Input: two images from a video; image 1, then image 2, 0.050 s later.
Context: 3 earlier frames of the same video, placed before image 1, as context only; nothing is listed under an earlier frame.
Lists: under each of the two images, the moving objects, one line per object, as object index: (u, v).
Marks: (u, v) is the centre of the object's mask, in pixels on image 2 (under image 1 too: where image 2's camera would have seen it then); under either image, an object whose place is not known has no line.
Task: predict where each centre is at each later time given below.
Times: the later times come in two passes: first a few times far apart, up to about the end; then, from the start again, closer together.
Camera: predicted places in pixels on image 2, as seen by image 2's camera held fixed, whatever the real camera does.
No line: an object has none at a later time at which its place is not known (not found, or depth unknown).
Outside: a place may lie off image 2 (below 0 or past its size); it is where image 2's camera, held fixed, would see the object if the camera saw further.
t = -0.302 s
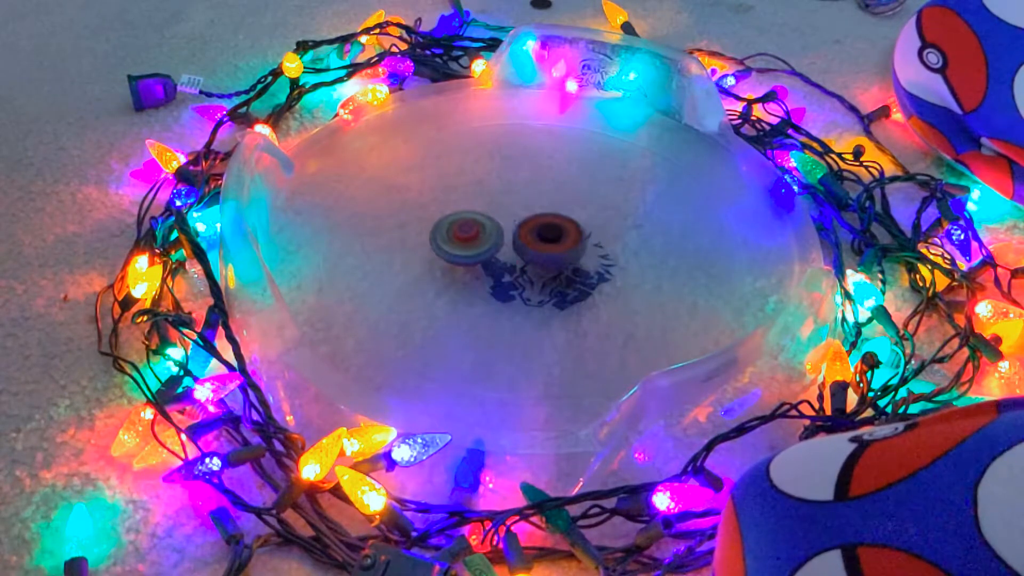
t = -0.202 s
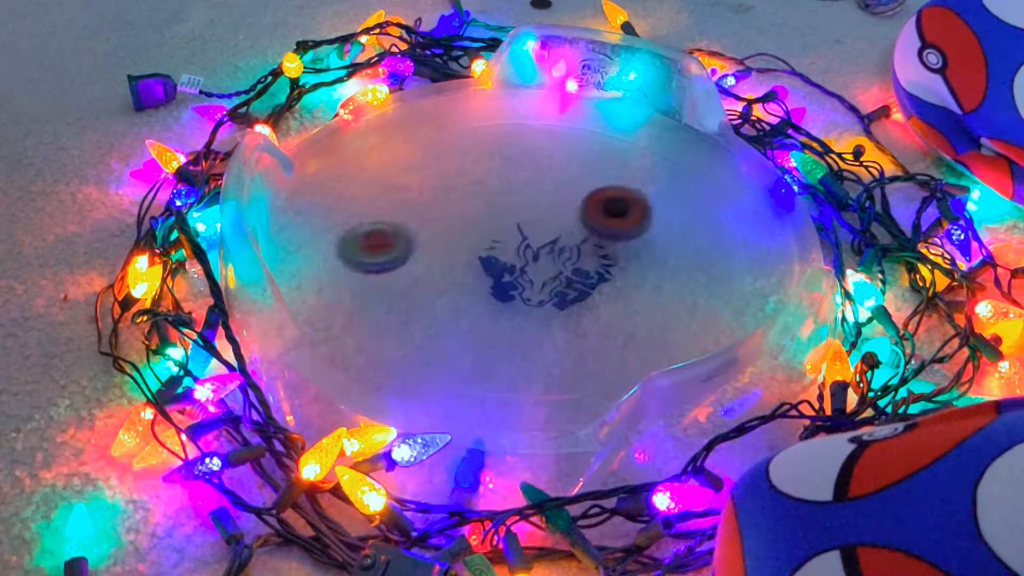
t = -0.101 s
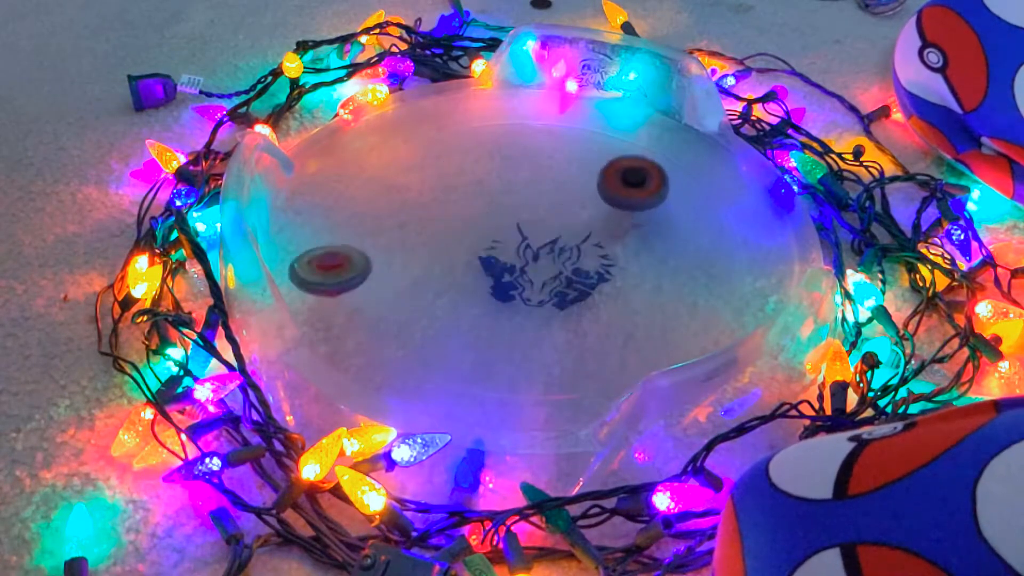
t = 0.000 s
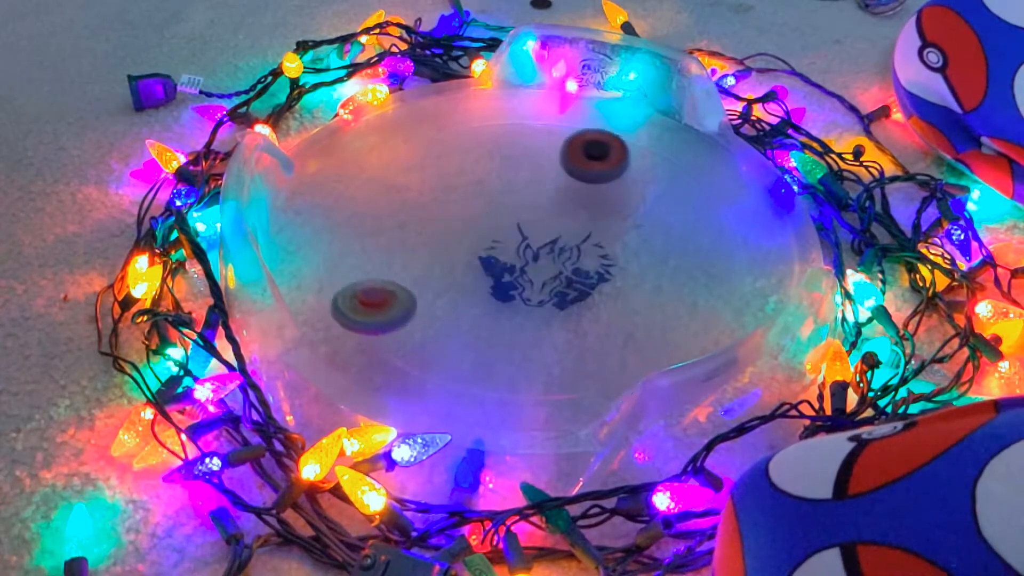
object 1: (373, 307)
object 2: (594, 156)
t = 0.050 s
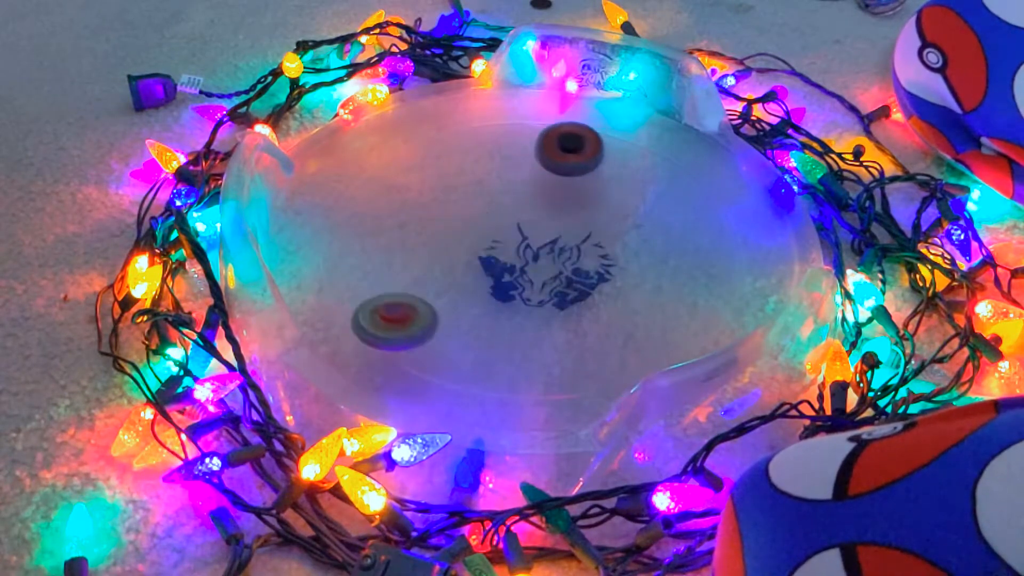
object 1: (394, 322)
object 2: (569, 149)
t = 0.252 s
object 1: (475, 344)
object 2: (478, 174)
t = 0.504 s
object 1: (595, 305)
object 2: (485, 259)
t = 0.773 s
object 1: (567, 188)
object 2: (603, 279)
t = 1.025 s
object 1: (432, 161)
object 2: (629, 221)
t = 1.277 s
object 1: (399, 205)
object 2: (533, 211)
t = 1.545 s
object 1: (435, 258)
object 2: (511, 272)
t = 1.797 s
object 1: (485, 275)
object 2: (612, 278)
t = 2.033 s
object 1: (526, 269)
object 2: (621, 216)
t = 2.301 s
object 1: (567, 243)
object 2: (513, 205)
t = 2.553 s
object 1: (568, 211)
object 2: (474, 262)
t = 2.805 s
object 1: (535, 196)
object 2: (549, 290)
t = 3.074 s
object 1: (503, 221)
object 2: (577, 238)
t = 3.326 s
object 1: (483, 248)
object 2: (537, 201)
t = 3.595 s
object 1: (519, 284)
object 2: (469, 223)
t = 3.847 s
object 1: (578, 288)
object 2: (503, 263)
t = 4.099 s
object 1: (629, 267)
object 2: (532, 230)
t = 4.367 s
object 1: (621, 233)
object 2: (479, 212)
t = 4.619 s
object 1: (571, 214)
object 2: (510, 247)
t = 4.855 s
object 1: (540, 194)
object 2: (558, 257)
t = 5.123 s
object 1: (493, 200)
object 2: (564, 218)
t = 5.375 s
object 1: (445, 221)
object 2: (534, 214)
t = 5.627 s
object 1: (350, 274)
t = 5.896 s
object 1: (411, 305)
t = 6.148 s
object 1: (507, 296)
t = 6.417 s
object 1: (404, 355)
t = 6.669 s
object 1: (478, 334)
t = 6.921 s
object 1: (521, 308)
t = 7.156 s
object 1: (537, 240)
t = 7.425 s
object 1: (491, 162)
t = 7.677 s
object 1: (467, 152)
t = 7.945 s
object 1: (410, 161)
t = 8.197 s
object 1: (421, 215)
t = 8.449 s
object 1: (528, 276)
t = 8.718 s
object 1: (646, 254)
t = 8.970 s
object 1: (690, 212)
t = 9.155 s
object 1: (694, 192)
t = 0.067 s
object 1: (402, 325)
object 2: (561, 148)
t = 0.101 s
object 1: (415, 332)
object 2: (542, 147)
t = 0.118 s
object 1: (421, 334)
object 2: (534, 148)
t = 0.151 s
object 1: (435, 338)
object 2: (517, 151)
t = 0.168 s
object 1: (441, 339)
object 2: (509, 154)
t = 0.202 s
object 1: (455, 342)
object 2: (495, 161)
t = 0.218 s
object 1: (462, 343)
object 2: (489, 165)
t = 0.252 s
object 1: (475, 344)
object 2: (478, 174)
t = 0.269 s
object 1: (482, 344)
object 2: (473, 180)
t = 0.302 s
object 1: (497, 343)
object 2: (466, 191)
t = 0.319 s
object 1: (505, 344)
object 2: (463, 197)
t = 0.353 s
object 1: (522, 340)
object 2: (461, 209)
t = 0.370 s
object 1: (530, 339)
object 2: (461, 216)
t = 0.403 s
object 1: (550, 333)
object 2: (463, 228)
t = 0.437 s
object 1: (568, 326)
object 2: (468, 239)
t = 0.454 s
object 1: (575, 321)
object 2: (472, 245)
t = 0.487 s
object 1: (589, 310)
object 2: (481, 255)
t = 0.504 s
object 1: (595, 305)
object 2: (485, 259)
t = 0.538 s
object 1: (605, 292)
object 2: (498, 268)
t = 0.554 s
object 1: (609, 286)
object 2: (504, 270)
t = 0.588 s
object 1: (614, 271)
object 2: (520, 277)
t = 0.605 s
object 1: (614, 263)
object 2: (527, 279)
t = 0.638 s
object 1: (611, 247)
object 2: (542, 282)
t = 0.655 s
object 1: (610, 239)
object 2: (550, 284)
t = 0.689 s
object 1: (601, 223)
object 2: (566, 285)
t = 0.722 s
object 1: (590, 209)
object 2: (581, 283)
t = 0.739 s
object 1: (583, 202)
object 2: (588, 283)
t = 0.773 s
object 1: (567, 188)
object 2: (603, 279)
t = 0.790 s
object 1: (558, 182)
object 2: (609, 276)
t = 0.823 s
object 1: (538, 172)
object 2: (620, 270)
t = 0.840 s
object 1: (529, 167)
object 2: (625, 266)
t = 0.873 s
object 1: (508, 161)
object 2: (632, 259)
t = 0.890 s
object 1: (498, 159)
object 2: (635, 255)
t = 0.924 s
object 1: (478, 156)
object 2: (639, 246)
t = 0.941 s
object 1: (469, 155)
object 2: (639, 242)
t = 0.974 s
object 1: (452, 156)
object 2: (638, 233)
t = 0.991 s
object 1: (445, 157)
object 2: (636, 229)
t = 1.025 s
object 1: (432, 161)
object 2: (629, 221)
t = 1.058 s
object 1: (422, 165)
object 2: (620, 214)
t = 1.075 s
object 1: (418, 168)
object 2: (615, 212)
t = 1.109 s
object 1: (411, 173)
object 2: (603, 207)
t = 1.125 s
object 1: (408, 176)
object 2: (596, 205)
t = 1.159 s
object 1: (404, 183)
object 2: (581, 204)
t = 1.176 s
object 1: (402, 186)
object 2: (574, 204)
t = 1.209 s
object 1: (400, 192)
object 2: (560, 205)
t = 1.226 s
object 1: (399, 195)
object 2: (552, 206)
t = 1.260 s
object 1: (399, 202)
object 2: (539, 209)
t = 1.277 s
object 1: (399, 205)
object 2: (533, 211)
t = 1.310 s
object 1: (401, 212)
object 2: (521, 217)
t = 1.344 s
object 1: (403, 219)
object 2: (510, 223)
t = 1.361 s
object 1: (405, 223)
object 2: (505, 227)
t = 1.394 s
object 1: (409, 230)
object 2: (499, 235)
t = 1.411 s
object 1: (412, 233)
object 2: (496, 239)
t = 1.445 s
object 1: (418, 241)
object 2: (495, 247)
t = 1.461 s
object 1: (419, 243)
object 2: (497, 252)
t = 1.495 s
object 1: (424, 249)
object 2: (502, 260)
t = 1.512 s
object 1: (427, 253)
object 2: (505, 264)
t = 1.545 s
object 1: (435, 258)
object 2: (511, 272)
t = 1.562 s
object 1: (439, 260)
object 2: (515, 276)
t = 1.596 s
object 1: (446, 265)
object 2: (525, 281)
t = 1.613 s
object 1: (451, 267)
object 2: (530, 284)
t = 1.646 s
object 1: (460, 271)
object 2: (539, 287)
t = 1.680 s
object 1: (470, 274)
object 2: (550, 288)
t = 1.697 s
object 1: (475, 276)
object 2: (556, 288)
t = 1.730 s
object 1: (487, 278)
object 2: (567, 287)
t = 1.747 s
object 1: (492, 279)
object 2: (573, 285)
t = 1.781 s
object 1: (486, 277)
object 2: (600, 281)
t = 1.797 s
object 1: (485, 275)
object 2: (612, 278)
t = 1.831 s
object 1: (486, 274)
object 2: (628, 271)
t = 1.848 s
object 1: (488, 273)
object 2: (632, 266)
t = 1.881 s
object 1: (495, 272)
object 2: (637, 257)
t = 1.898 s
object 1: (498, 272)
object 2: (638, 253)
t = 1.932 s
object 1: (506, 272)
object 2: (639, 243)
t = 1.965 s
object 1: (512, 272)
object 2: (636, 233)
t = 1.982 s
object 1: (516, 271)
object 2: (633, 228)
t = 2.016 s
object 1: (521, 271)
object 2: (625, 220)
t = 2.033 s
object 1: (526, 269)
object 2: (621, 216)
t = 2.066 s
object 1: (533, 267)
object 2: (610, 210)
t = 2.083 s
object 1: (537, 265)
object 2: (604, 207)
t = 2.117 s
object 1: (543, 263)
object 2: (591, 203)
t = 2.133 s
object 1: (545, 262)
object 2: (583, 201)
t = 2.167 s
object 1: (550, 258)
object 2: (569, 199)
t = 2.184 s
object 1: (552, 257)
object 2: (561, 199)
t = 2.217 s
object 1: (557, 255)
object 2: (547, 199)
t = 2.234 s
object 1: (560, 253)
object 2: (540, 199)
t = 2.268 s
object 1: (564, 248)
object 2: (525, 201)
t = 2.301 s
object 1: (567, 243)
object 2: (513, 205)
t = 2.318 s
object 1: (568, 241)
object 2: (506, 208)
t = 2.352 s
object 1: (570, 236)
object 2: (495, 214)
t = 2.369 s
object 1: (571, 234)
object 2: (491, 217)
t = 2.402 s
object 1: (572, 230)
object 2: (482, 224)
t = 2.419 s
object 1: (572, 227)
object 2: (479, 228)
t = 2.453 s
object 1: (572, 223)
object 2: (474, 236)
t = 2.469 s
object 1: (572, 221)
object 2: (473, 240)
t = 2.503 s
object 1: (571, 217)
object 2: (471, 249)
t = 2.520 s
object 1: (570, 215)
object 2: (472, 254)
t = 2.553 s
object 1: (568, 211)
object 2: (474, 262)
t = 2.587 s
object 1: (566, 208)
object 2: (479, 270)
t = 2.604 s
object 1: (564, 207)
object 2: (483, 274)
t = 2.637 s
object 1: (560, 204)
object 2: (492, 281)
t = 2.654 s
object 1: (559, 202)
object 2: (497, 283)
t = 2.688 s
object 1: (554, 200)
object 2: (507, 288)
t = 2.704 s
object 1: (551, 199)
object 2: (514, 289)
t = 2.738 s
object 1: (546, 197)
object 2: (525, 291)
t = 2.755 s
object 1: (543, 197)
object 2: (531, 291)
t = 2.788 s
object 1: (538, 196)
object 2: (543, 291)
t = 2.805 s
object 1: (535, 196)
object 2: (549, 290)
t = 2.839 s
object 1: (529, 197)
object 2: (559, 286)
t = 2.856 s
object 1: (526, 198)
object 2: (565, 284)
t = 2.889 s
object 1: (521, 200)
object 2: (573, 279)
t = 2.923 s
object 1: (517, 202)
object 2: (579, 273)
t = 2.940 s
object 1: (514, 204)
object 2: (582, 268)
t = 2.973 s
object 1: (511, 207)
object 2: (585, 261)
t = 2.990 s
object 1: (509, 209)
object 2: (584, 257)
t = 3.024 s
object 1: (506, 214)
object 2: (584, 250)
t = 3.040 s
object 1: (505, 216)
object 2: (582, 245)
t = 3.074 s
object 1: (503, 221)
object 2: (577, 238)
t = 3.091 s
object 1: (499, 222)
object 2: (577, 236)
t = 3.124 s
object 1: (489, 224)
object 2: (582, 230)
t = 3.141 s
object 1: (486, 225)
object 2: (581, 226)
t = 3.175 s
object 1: (484, 230)
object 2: (577, 221)
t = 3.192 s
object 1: (483, 232)
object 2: (574, 218)
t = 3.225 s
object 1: (482, 236)
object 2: (568, 212)
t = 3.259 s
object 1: (481, 240)
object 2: (558, 207)
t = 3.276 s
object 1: (481, 243)
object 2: (553, 205)
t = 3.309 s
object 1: (482, 246)
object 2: (543, 202)
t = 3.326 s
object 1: (483, 248)
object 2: (537, 201)
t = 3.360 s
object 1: (483, 253)
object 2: (526, 200)
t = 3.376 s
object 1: (484, 255)
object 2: (520, 200)
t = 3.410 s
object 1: (487, 259)
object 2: (509, 202)
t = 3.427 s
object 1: (488, 260)
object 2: (504, 204)
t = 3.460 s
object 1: (491, 264)
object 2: (494, 208)
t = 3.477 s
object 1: (494, 266)
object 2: (490, 211)
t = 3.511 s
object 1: (499, 268)
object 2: (482, 217)
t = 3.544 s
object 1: (507, 275)
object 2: (476, 219)
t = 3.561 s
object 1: (513, 280)
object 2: (473, 220)
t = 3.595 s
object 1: (519, 284)
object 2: (469, 223)
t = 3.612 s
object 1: (522, 286)
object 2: (468, 226)
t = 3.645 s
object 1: (531, 288)
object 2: (466, 231)
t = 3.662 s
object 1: (533, 290)
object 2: (466, 234)
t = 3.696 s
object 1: (541, 290)
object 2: (467, 241)
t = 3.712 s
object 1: (546, 291)
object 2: (469, 244)
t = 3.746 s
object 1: (551, 290)
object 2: (475, 251)
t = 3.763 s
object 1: (554, 290)
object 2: (479, 254)
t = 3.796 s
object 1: (562, 289)
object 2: (487, 259)
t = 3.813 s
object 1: (567, 289)
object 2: (493, 261)
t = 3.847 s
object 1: (578, 288)
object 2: (503, 263)
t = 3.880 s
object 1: (586, 286)
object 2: (512, 262)
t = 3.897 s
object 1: (589, 285)
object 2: (516, 262)
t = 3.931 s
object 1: (598, 284)
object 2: (522, 259)
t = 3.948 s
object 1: (604, 283)
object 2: (524, 256)
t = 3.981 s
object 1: (610, 280)
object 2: (530, 251)
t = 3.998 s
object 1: (613, 278)
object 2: (532, 247)
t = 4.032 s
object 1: (620, 275)
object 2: (534, 242)
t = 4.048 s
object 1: (623, 273)
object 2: (533, 238)
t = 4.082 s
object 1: (627, 269)
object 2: (533, 233)
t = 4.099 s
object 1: (629, 267)
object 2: (532, 230)
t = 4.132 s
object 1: (632, 263)
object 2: (528, 224)
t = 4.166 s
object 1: (633, 259)
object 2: (523, 217)
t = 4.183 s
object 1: (633, 256)
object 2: (520, 215)
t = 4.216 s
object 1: (634, 251)
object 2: (513, 211)
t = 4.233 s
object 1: (634, 249)
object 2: (509, 209)
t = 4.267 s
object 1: (632, 244)
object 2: (501, 207)
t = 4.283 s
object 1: (631, 242)
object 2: (496, 207)
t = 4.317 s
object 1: (627, 238)
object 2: (489, 208)
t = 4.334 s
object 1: (626, 236)
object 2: (485, 209)
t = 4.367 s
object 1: (621, 233)
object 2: (479, 212)
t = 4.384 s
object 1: (619, 231)
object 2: (476, 215)
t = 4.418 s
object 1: (614, 227)
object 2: (473, 220)
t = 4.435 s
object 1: (611, 226)
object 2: (473, 222)
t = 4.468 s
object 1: (604, 223)
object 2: (474, 228)
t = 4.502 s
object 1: (598, 220)
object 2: (479, 234)
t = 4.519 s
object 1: (594, 219)
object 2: (482, 237)
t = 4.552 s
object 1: (586, 217)
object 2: (490, 241)
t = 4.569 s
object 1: (583, 216)
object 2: (495, 244)
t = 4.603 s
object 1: (575, 215)
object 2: (505, 246)
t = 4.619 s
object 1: (571, 214)
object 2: (510, 247)
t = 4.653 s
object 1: (570, 208)
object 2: (514, 251)
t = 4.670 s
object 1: (571, 205)
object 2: (514, 254)
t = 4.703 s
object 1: (569, 201)
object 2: (518, 258)
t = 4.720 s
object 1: (566, 199)
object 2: (522, 259)
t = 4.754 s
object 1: (560, 197)
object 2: (531, 262)
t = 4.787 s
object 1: (554, 196)
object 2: (541, 261)
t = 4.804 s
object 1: (550, 195)
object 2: (545, 258)
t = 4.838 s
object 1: (544, 194)
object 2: (554, 259)
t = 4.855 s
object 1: (540, 194)
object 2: (558, 257)
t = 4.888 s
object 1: (533, 193)
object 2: (566, 253)
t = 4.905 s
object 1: (530, 193)
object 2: (568, 251)
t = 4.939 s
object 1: (523, 193)
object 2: (573, 246)
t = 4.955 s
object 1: (520, 193)
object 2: (574, 244)
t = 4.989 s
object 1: (514, 194)
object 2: (576, 239)
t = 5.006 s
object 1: (511, 195)
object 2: (576, 236)
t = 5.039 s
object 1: (505, 196)
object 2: (574, 231)
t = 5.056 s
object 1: (503, 197)
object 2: (572, 227)
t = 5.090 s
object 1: (498, 199)
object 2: (568, 221)
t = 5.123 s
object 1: (493, 200)
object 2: (564, 218)
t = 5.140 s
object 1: (486, 200)
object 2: (564, 217)
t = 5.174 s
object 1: (478, 201)
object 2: (563, 214)
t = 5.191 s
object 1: (475, 203)
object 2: (561, 213)
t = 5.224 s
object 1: (469, 206)
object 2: (556, 211)
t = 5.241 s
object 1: (467, 207)
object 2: (553, 210)
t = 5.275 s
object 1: (462, 210)
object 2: (546, 210)
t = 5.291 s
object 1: (461, 212)
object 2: (542, 210)
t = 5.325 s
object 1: (457, 216)
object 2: (534, 211)
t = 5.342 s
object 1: (456, 218)
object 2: (531, 212)
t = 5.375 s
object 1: (445, 221)
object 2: (534, 214)
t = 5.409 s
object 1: (404, 222)
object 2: (570, 215)
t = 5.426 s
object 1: (387, 223)
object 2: (585, 214)
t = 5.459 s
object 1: (361, 228)
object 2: (607, 213)
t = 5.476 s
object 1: (351, 232)
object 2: (615, 212)
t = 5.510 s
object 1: (337, 240)
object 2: (625, 208)
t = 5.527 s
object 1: (332, 245)
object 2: (628, 205)
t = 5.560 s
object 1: (326, 253)
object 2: (632, 199)
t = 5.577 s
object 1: (332, 259)
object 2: (633, 196)
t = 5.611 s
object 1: (344, 270)
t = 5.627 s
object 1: (350, 274)
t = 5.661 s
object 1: (360, 281)
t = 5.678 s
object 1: (364, 283)
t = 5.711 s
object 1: (371, 288)
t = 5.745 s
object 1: (377, 292)
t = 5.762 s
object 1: (380, 293)
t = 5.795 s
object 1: (387, 297)
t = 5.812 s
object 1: (390, 299)
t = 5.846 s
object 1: (398, 301)
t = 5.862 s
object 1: (402, 303)
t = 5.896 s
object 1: (411, 305)
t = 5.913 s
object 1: (416, 305)
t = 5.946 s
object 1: (426, 307)
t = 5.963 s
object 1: (432, 308)
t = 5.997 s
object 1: (444, 308)
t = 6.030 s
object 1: (458, 308)
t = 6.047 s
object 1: (465, 308)
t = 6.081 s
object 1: (479, 305)
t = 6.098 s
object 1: (486, 303)
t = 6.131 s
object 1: (501, 299)
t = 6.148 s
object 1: (507, 296)
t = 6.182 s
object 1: (490, 308)
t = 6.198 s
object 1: (466, 325)
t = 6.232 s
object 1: (429, 351)
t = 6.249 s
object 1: (417, 355)
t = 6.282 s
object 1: (394, 370)
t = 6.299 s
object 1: (390, 368)
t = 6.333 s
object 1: (389, 365)
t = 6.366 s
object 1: (393, 363)
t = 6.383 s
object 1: (397, 360)
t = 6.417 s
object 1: (404, 355)
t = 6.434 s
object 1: (408, 353)
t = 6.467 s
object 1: (418, 349)
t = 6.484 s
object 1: (423, 348)
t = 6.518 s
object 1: (434, 347)
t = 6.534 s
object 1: (440, 345)
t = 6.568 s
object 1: (451, 342)
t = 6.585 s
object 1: (456, 340)
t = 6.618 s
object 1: (465, 338)
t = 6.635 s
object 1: (469, 337)
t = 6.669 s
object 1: (478, 334)
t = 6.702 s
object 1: (485, 332)
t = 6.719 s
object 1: (489, 331)
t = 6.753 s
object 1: (495, 328)
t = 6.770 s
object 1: (498, 327)
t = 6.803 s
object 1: (504, 325)
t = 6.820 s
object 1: (507, 322)
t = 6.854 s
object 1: (512, 319)
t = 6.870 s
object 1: (514, 317)
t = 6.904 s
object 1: (519, 311)
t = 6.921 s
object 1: (521, 308)
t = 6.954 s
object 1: (526, 301)
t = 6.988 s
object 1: (531, 292)
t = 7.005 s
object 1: (532, 288)
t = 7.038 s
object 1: (535, 281)
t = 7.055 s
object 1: (536, 274)
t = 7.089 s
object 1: (537, 263)
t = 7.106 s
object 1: (538, 257)
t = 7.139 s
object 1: (538, 245)
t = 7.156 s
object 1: (537, 240)
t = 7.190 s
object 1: (535, 226)
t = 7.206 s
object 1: (532, 219)
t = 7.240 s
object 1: (527, 207)
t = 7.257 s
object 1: (523, 201)
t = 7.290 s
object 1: (516, 189)
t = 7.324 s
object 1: (509, 179)
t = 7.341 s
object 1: (506, 175)
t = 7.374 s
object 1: (499, 169)
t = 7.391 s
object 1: (496, 166)
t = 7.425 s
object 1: (491, 162)
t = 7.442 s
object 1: (489, 161)
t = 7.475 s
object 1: (485, 158)
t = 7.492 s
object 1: (483, 157)
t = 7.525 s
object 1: (480, 155)
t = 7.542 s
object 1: (478, 154)
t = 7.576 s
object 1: (475, 153)
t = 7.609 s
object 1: (472, 152)
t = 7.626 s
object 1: (471, 152)
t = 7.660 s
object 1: (468, 151)
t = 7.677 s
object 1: (467, 152)
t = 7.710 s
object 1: (465, 153)
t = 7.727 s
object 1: (464, 153)
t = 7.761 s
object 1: (463, 156)
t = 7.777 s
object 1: (462, 157)
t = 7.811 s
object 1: (463, 161)
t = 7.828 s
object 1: (463, 163)
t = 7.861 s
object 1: (445, 161)
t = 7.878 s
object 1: (433, 159)
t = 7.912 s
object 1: (417, 158)
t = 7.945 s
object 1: (410, 161)
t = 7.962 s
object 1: (409, 163)
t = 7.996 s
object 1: (408, 168)
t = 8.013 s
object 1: (407, 171)
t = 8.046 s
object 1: (407, 177)
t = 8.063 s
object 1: (407, 181)
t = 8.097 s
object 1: (408, 189)
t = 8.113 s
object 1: (409, 193)
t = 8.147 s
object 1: (413, 201)
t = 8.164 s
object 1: (415, 206)
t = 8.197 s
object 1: (421, 215)
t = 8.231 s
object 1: (428, 224)
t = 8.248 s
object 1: (433, 229)
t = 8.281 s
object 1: (443, 239)
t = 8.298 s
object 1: (449, 244)
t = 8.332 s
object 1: (462, 252)
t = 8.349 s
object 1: (471, 258)
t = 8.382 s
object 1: (491, 267)
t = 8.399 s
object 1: (499, 270)
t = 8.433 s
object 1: (519, 275)
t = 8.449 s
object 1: (528, 276)
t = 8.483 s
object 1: (550, 278)
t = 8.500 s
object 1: (558, 278)
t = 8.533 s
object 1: (576, 277)
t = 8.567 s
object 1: (596, 275)
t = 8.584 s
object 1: (605, 273)
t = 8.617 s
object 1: (619, 268)
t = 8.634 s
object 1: (625, 266)
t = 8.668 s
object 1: (636, 261)
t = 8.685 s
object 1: (640, 259)
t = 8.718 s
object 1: (646, 254)
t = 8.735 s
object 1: (649, 251)
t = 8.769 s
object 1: (654, 247)
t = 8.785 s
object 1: (656, 245)
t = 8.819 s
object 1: (659, 241)
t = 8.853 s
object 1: (661, 238)
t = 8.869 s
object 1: (662, 236)
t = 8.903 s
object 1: (663, 232)
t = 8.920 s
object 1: (671, 227)
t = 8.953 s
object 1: (686, 217)
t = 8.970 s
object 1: (690, 212)
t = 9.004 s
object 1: (694, 207)
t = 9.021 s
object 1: (695, 204)
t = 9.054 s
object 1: (695, 201)
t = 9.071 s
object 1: (696, 199)
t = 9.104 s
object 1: (695, 196)
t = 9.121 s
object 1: (695, 195)
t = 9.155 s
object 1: (694, 192)
